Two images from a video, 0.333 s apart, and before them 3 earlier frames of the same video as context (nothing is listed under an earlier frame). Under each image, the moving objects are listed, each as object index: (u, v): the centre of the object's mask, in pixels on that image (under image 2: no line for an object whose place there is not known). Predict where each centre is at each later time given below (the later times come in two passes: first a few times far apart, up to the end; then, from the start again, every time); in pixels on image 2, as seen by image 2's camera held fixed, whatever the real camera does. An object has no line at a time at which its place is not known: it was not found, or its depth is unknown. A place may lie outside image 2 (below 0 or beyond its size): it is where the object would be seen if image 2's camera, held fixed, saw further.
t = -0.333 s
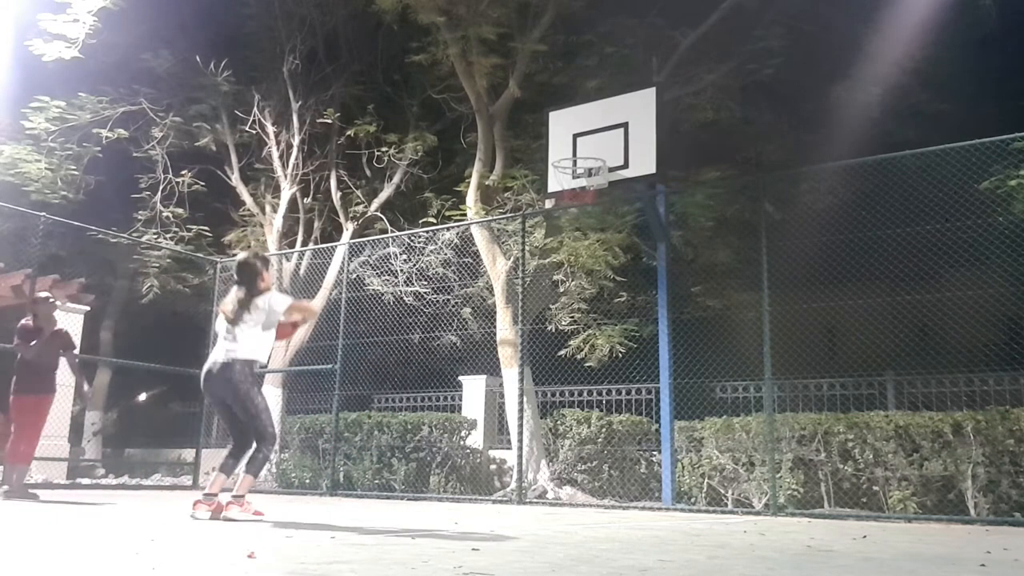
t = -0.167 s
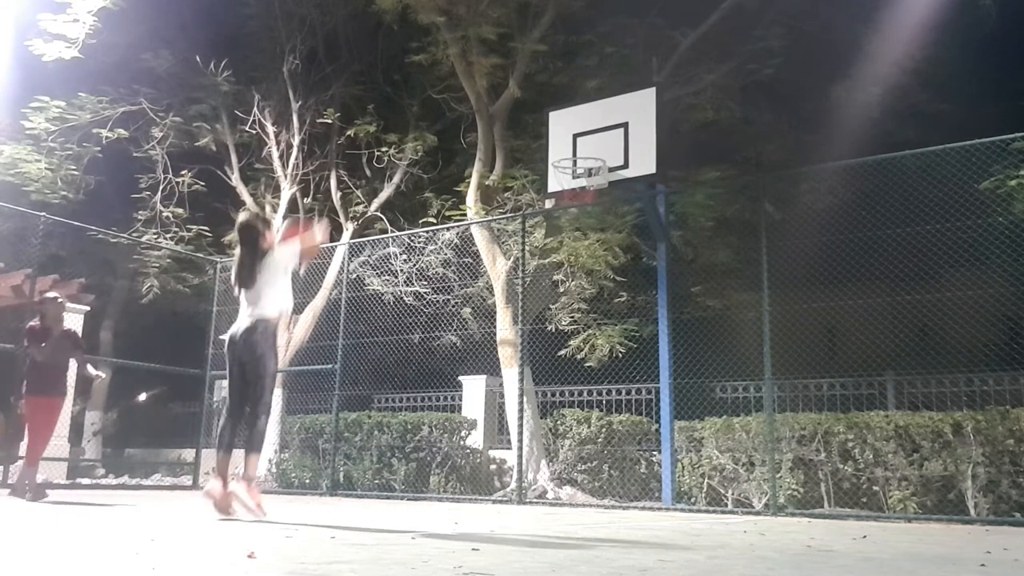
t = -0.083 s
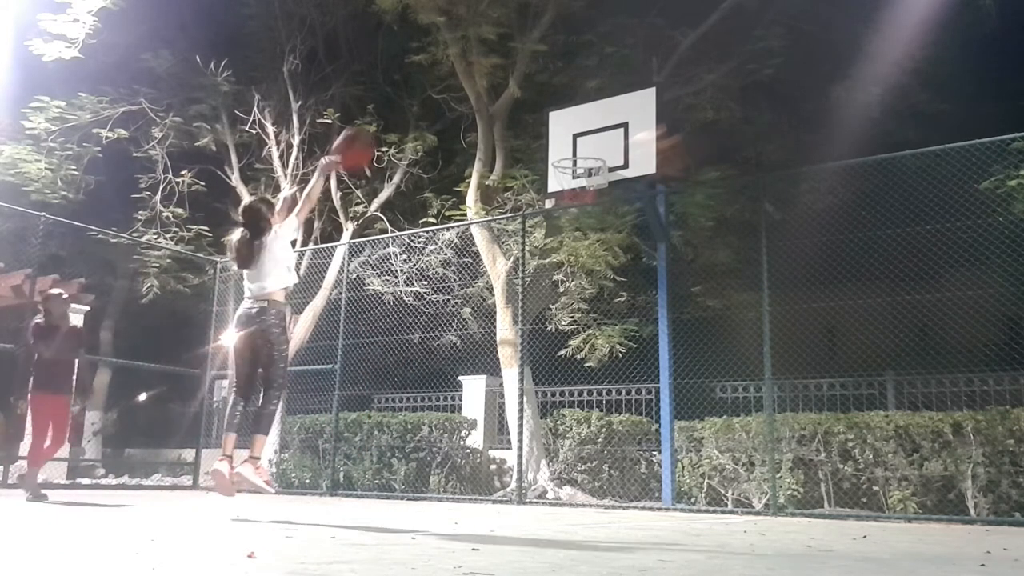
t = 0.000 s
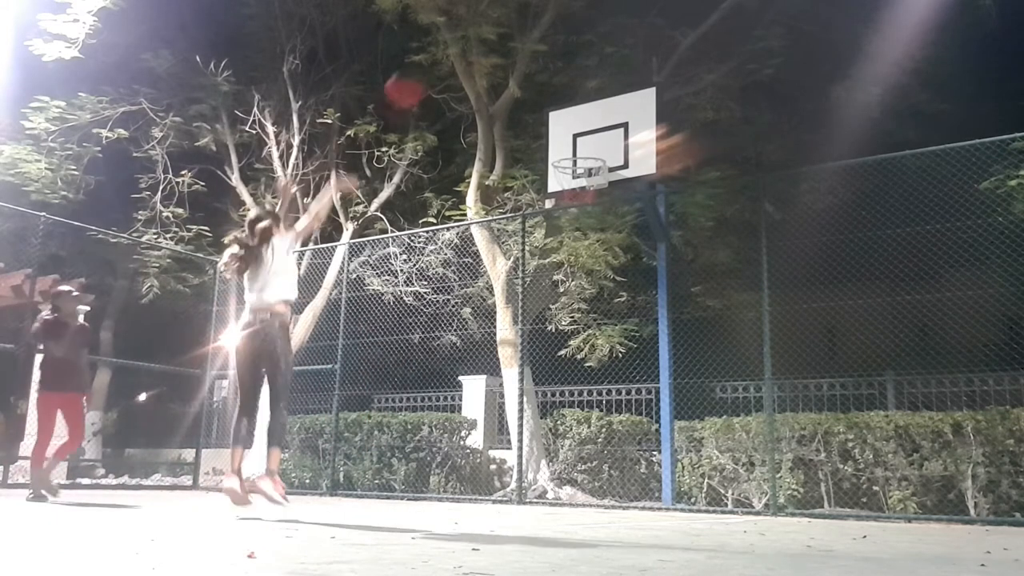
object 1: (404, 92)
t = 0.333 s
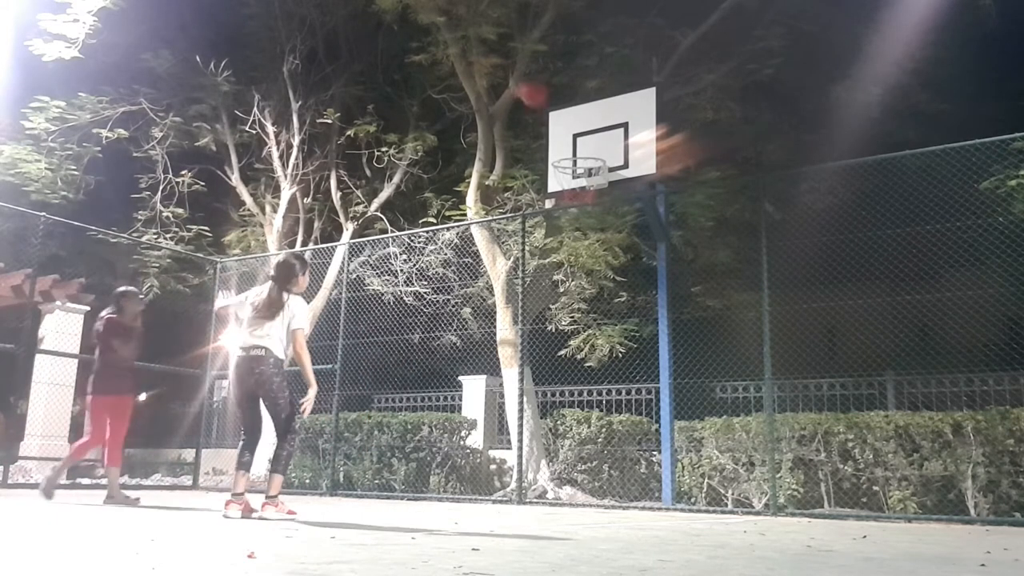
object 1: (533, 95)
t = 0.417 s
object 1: (557, 135)
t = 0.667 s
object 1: (615, 95)
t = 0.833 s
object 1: (632, 98)
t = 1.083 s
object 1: (667, 250)
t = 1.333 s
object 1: (703, 428)
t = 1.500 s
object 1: (724, 281)
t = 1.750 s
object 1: (759, 190)
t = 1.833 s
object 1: (769, 199)
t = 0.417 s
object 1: (557, 135)
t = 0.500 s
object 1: (575, 140)
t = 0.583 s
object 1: (598, 111)
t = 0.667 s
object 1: (615, 95)
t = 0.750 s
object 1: (625, 90)
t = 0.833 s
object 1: (632, 98)
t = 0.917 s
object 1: (642, 123)
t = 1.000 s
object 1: (655, 180)
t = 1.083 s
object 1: (667, 250)
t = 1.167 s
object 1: (677, 324)
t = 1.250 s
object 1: (690, 451)
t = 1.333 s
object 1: (703, 428)
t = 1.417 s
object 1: (715, 335)
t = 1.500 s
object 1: (724, 281)
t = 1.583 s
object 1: (735, 228)
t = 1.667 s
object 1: (747, 198)
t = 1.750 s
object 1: (759, 190)
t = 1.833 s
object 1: (769, 199)
